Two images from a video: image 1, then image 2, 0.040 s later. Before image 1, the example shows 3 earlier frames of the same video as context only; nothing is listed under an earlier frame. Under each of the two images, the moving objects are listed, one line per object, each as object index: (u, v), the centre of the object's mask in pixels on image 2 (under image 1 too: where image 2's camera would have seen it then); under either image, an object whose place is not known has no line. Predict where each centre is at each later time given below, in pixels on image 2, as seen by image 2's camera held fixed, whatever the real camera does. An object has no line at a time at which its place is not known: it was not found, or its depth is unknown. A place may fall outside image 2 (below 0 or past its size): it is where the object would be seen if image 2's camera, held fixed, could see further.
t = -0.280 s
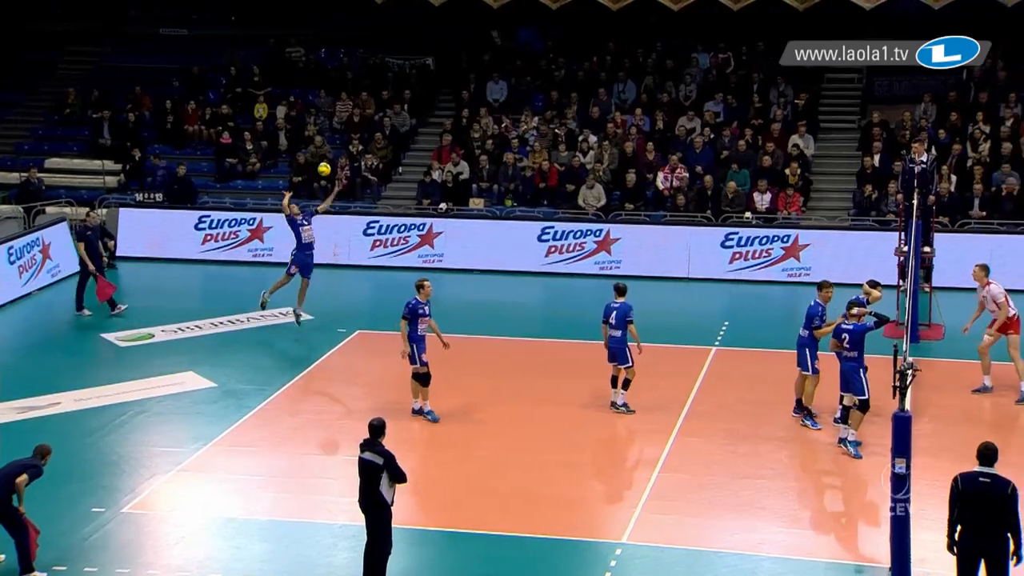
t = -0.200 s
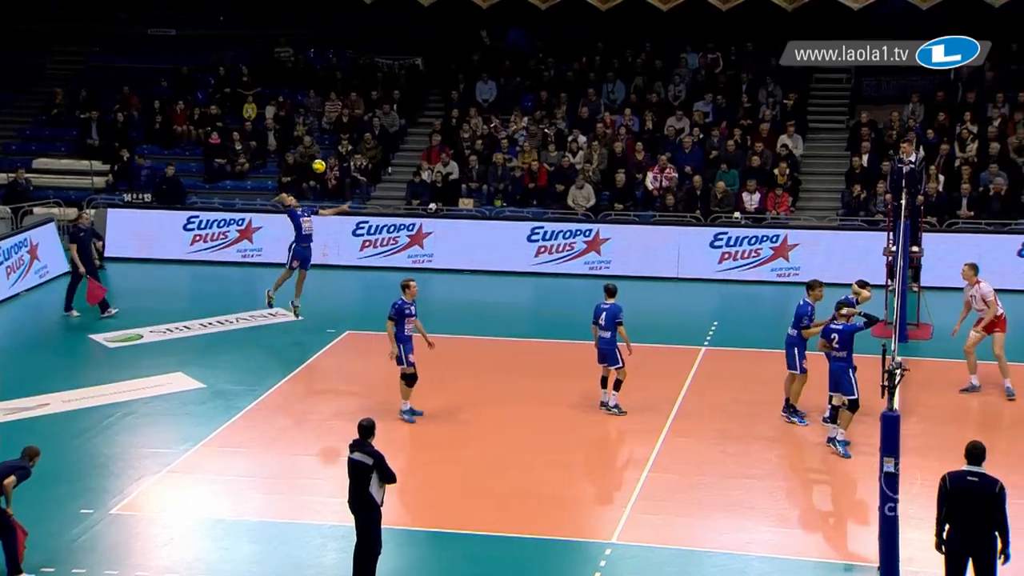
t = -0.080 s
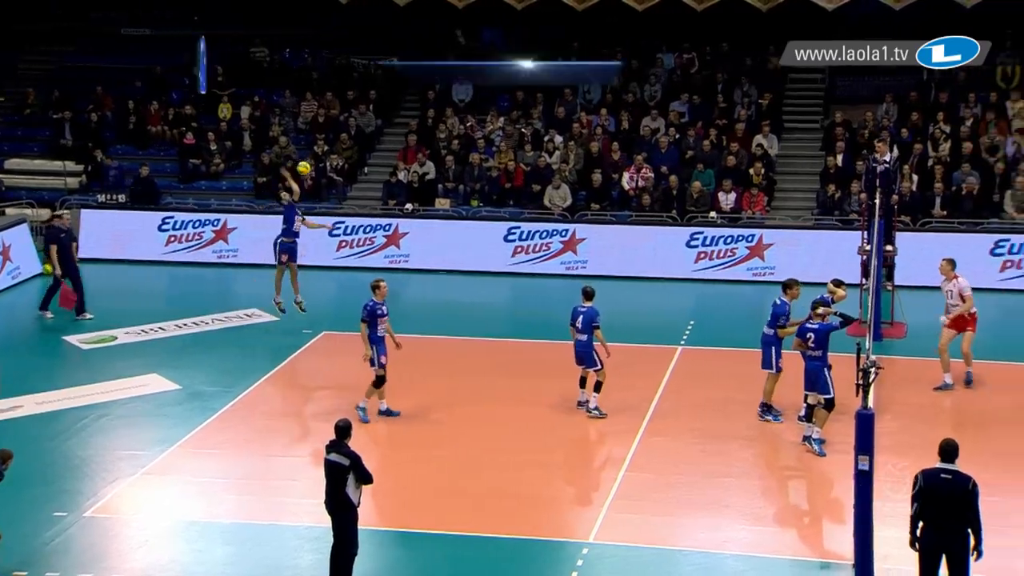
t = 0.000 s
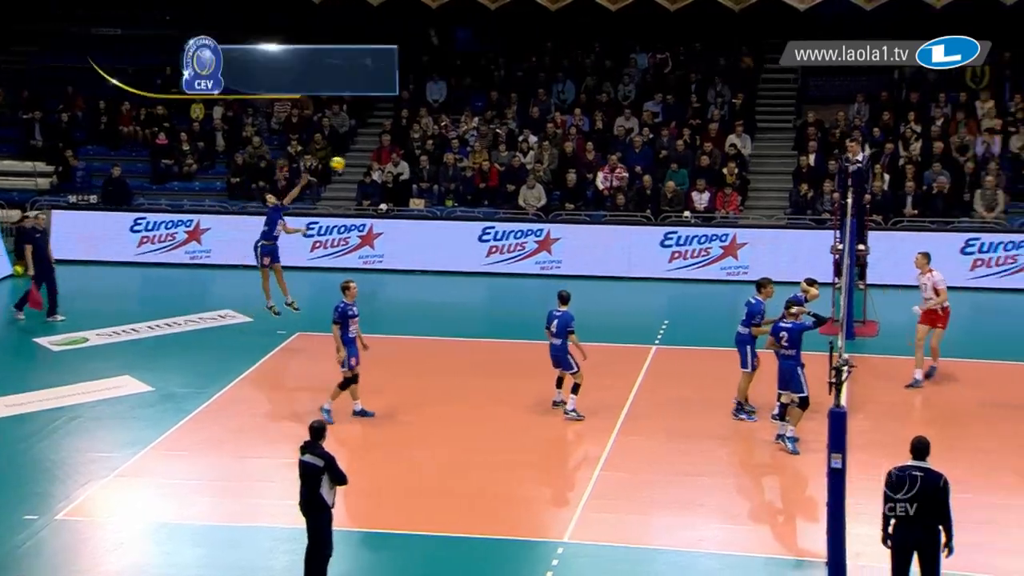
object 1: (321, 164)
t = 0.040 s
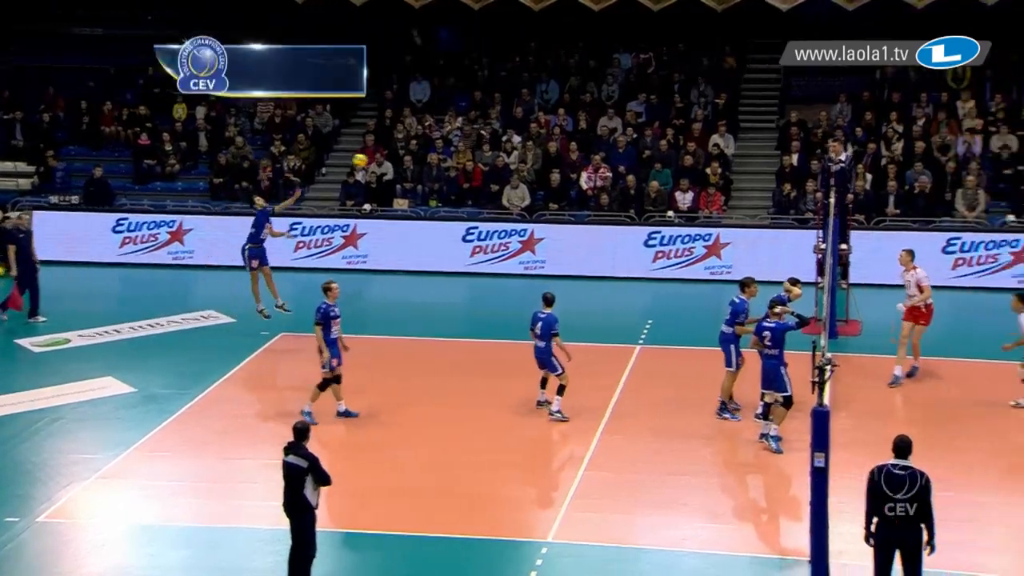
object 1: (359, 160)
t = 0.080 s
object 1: (398, 158)
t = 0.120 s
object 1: (437, 157)
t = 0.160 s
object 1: (477, 156)
